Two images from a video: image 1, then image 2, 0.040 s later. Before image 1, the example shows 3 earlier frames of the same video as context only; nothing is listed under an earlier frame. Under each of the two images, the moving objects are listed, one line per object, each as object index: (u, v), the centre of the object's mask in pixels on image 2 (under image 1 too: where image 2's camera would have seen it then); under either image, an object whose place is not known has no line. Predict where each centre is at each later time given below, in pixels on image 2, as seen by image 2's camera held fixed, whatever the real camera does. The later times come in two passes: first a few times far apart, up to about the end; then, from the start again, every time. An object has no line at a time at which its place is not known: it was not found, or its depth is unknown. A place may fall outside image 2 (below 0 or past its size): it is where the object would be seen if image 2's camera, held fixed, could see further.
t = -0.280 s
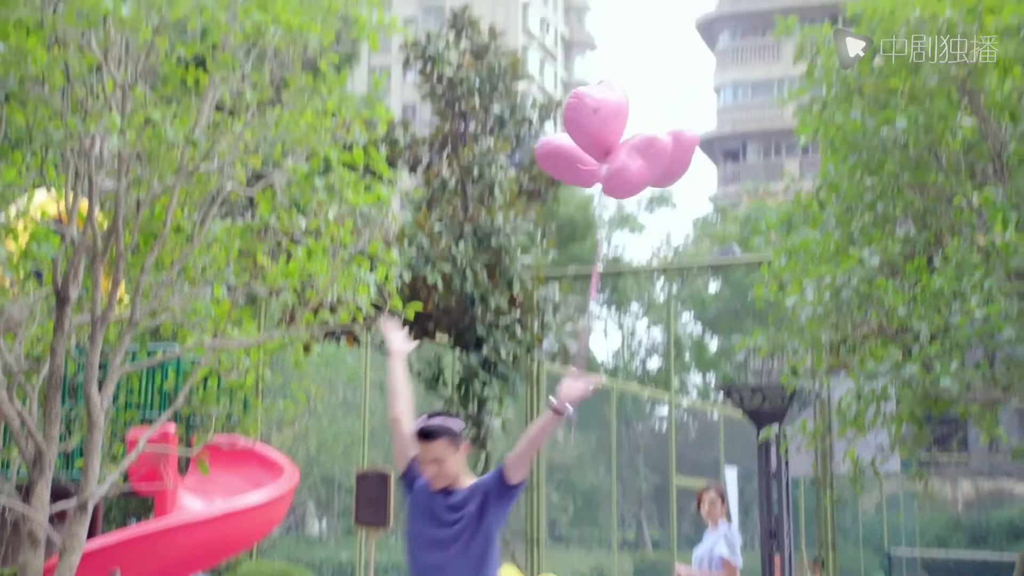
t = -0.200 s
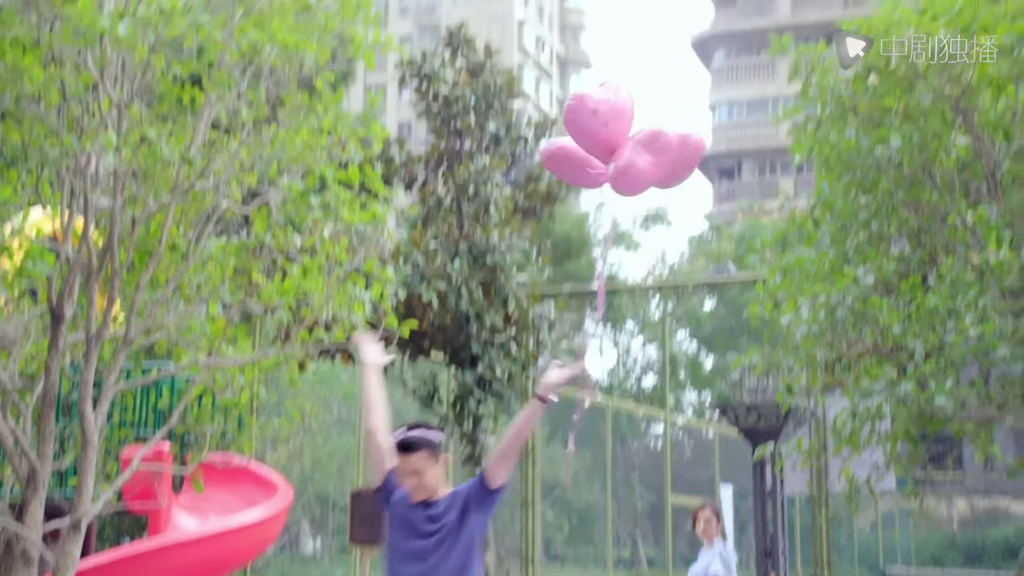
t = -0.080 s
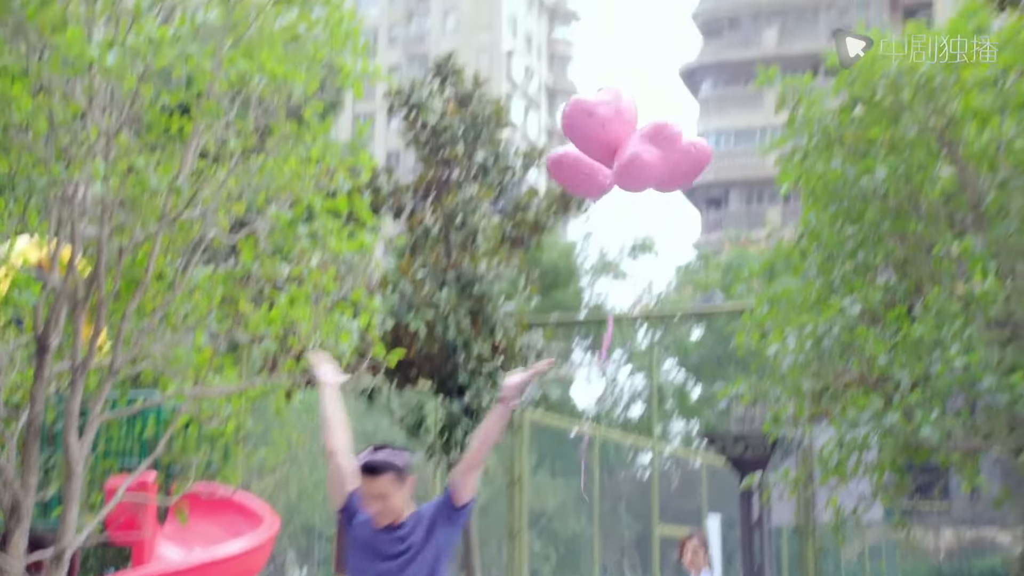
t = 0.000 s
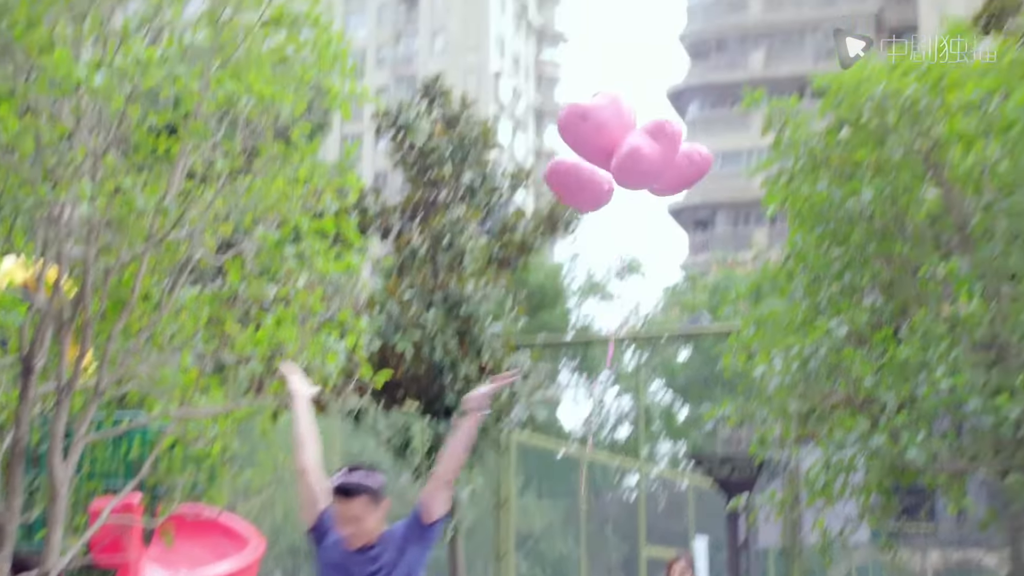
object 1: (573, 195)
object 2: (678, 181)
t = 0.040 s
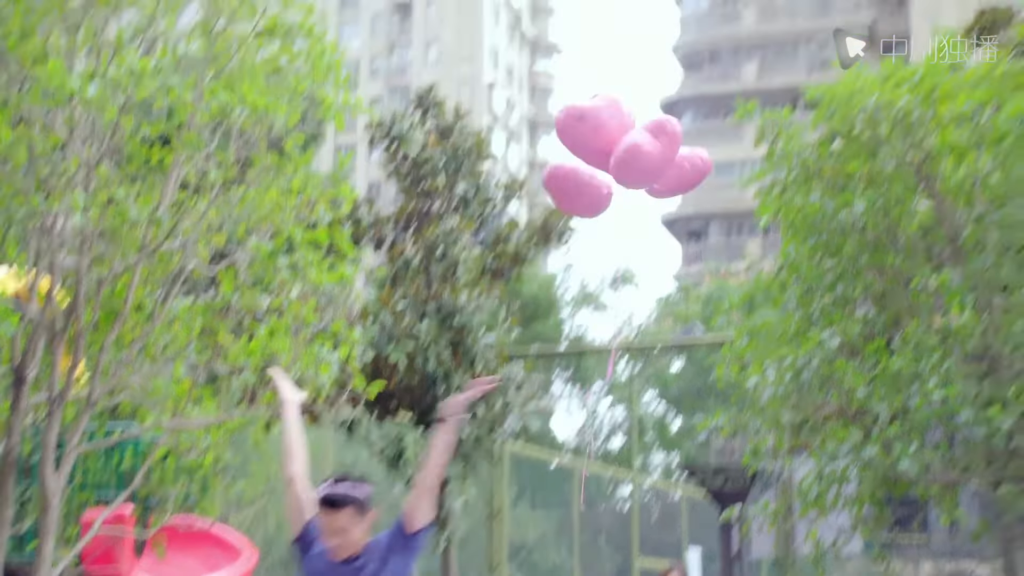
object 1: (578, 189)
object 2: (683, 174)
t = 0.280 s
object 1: (609, 158)
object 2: (716, 128)
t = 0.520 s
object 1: (644, 117)
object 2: (742, 80)
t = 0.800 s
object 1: (683, 59)
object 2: (771, 14)
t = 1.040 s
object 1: (717, 3)
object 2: (799, -52)
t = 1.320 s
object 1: (760, -68)
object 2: (815, -138)
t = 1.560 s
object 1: (798, -135)
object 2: (818, -215)
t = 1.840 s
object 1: (838, -211)
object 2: (845, -289)
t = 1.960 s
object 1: (856, -241)
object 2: (863, -317)
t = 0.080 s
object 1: (583, 185)
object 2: (689, 166)
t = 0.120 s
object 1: (588, 181)
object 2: (695, 158)
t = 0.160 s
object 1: (594, 176)
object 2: (700, 151)
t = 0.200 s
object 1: (599, 170)
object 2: (706, 143)
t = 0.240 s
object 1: (604, 164)
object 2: (711, 136)
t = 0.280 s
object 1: (609, 158)
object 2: (716, 128)
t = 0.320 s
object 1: (615, 152)
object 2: (720, 121)
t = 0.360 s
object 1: (620, 146)
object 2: (725, 113)
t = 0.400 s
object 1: (626, 139)
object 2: (729, 105)
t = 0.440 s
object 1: (631, 132)
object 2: (734, 98)
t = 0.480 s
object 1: (638, 125)
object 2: (738, 89)
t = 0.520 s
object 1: (644, 117)
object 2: (742, 80)
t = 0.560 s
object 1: (649, 110)
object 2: (747, 71)
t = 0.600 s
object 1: (655, 102)
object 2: (751, 62)
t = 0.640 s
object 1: (660, 95)
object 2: (755, 54)
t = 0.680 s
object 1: (666, 85)
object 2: (759, 44)
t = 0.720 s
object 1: (671, 77)
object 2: (763, 35)
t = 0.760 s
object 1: (677, 68)
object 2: (767, 25)
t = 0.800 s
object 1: (683, 59)
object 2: (771, 14)
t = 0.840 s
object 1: (688, 51)
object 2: (776, 4)
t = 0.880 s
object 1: (693, 42)
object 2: (782, -7)
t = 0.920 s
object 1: (699, 32)
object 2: (787, -17)
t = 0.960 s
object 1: (706, 23)
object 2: (792, -28)
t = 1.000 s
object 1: (711, 13)
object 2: (797, -39)
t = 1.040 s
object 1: (717, 3)
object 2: (799, -52)
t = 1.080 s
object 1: (722, -6)
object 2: (802, -63)
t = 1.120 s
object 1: (728, -16)
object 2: (807, -74)
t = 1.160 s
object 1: (734, -26)
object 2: (809, -86)
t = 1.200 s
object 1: (740, -36)
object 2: (811, -99)
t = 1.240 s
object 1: (747, -47)
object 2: (809, -115)
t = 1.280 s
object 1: (754, -57)
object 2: (812, -126)
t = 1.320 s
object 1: (760, -68)
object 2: (815, -138)
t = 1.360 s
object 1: (767, -79)
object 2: (816, -151)
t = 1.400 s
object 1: (773, -90)
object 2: (807, -167)
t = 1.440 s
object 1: (780, -101)
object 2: (810, -179)
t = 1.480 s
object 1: (786, -112)
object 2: (812, -191)
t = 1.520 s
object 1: (792, -123)
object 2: (815, -203)
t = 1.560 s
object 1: (798, -135)
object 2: (818, -215)
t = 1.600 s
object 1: (803, -146)
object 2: (822, -228)
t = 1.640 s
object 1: (810, -158)
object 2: (825, -239)
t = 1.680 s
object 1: (815, -168)
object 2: (828, -250)
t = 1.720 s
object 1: (821, -179)
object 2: (832, -260)
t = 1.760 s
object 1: (826, -189)
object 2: (836, -270)
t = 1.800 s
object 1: (832, -200)
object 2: (841, -280)
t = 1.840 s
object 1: (838, -211)
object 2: (845, -289)
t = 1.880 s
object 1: (844, -221)
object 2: (850, -298)
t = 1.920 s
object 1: (849, -231)
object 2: (856, -307)
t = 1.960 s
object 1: (856, -241)
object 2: (863, -317)
